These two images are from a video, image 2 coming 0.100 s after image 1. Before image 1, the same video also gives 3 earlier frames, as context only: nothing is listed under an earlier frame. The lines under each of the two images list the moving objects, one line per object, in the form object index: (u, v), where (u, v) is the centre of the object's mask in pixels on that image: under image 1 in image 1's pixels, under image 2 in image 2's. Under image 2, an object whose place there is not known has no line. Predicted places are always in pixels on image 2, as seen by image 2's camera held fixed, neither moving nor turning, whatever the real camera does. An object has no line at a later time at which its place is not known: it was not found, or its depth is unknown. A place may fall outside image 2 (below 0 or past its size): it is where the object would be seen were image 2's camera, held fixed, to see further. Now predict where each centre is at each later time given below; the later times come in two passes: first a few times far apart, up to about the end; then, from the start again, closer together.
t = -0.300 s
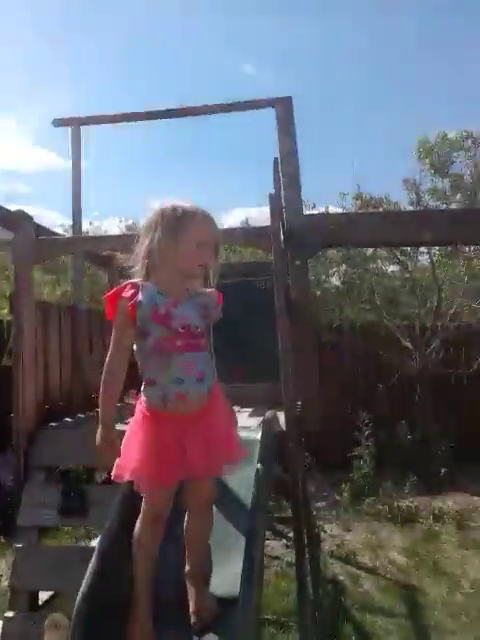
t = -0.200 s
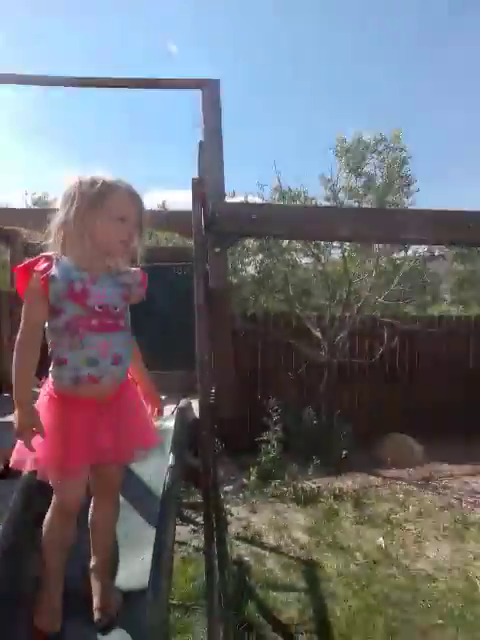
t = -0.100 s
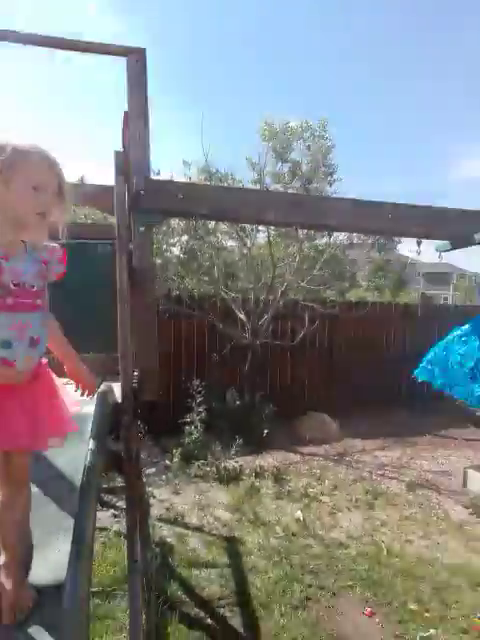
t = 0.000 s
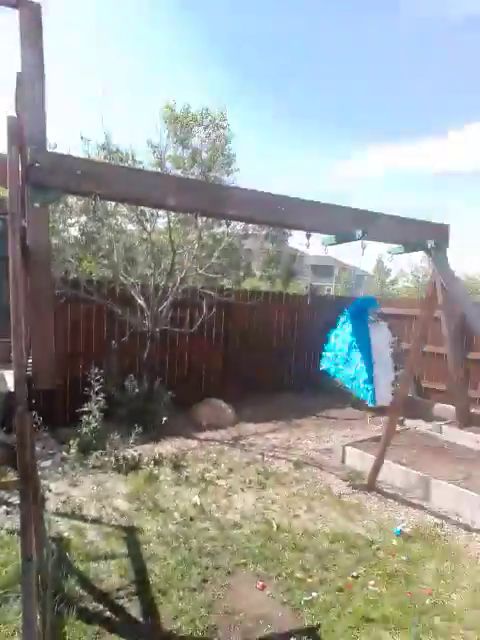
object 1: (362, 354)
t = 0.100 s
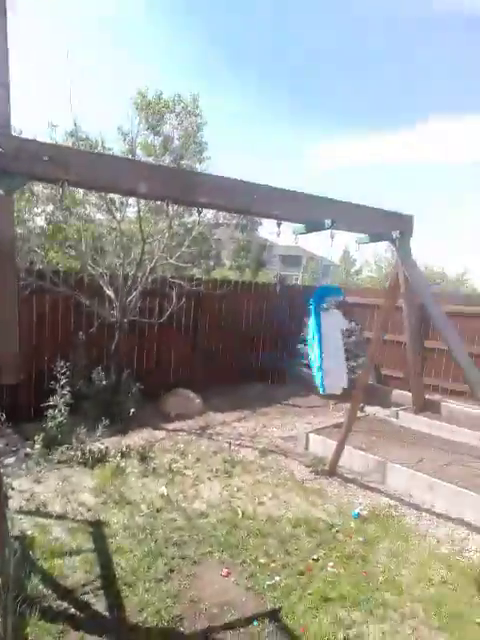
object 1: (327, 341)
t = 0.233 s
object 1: (327, 337)
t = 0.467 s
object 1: (323, 336)
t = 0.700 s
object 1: (323, 330)
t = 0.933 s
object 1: (316, 329)
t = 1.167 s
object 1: (314, 330)
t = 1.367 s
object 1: (318, 332)
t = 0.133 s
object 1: (326, 342)
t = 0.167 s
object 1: (326, 340)
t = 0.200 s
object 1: (326, 338)
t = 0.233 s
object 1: (327, 337)
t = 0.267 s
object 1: (327, 336)
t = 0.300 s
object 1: (326, 337)
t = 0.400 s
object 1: (323, 338)
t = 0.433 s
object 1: (322, 337)
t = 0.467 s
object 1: (323, 336)
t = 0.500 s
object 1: (322, 335)
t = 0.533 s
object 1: (322, 336)
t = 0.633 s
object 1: (322, 333)
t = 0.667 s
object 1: (323, 334)
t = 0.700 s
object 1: (323, 330)
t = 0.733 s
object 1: (323, 330)
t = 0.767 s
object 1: (323, 331)
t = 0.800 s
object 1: (321, 330)
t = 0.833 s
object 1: (319, 330)
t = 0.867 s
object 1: (318, 330)
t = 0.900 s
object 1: (317, 328)
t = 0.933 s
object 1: (316, 329)
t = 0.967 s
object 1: (314, 330)
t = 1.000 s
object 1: (314, 331)
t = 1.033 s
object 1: (312, 331)
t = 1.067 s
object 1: (313, 331)
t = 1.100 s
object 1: (313, 330)
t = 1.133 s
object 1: (314, 330)
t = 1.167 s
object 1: (314, 330)
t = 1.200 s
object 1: (315, 330)
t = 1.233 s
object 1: (317, 331)
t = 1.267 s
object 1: (316, 331)
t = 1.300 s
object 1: (316, 331)
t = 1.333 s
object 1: (317, 331)
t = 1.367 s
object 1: (318, 332)
